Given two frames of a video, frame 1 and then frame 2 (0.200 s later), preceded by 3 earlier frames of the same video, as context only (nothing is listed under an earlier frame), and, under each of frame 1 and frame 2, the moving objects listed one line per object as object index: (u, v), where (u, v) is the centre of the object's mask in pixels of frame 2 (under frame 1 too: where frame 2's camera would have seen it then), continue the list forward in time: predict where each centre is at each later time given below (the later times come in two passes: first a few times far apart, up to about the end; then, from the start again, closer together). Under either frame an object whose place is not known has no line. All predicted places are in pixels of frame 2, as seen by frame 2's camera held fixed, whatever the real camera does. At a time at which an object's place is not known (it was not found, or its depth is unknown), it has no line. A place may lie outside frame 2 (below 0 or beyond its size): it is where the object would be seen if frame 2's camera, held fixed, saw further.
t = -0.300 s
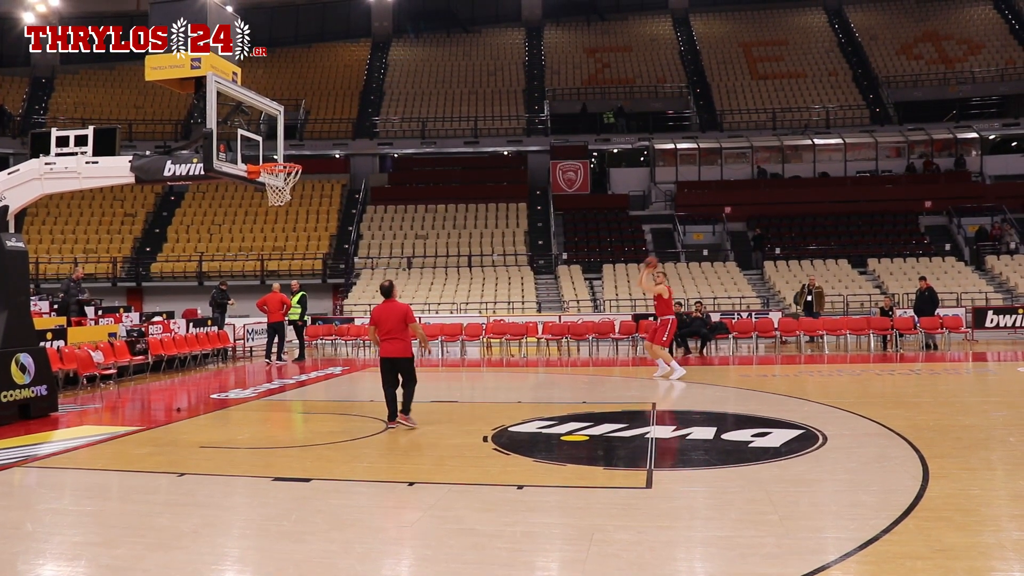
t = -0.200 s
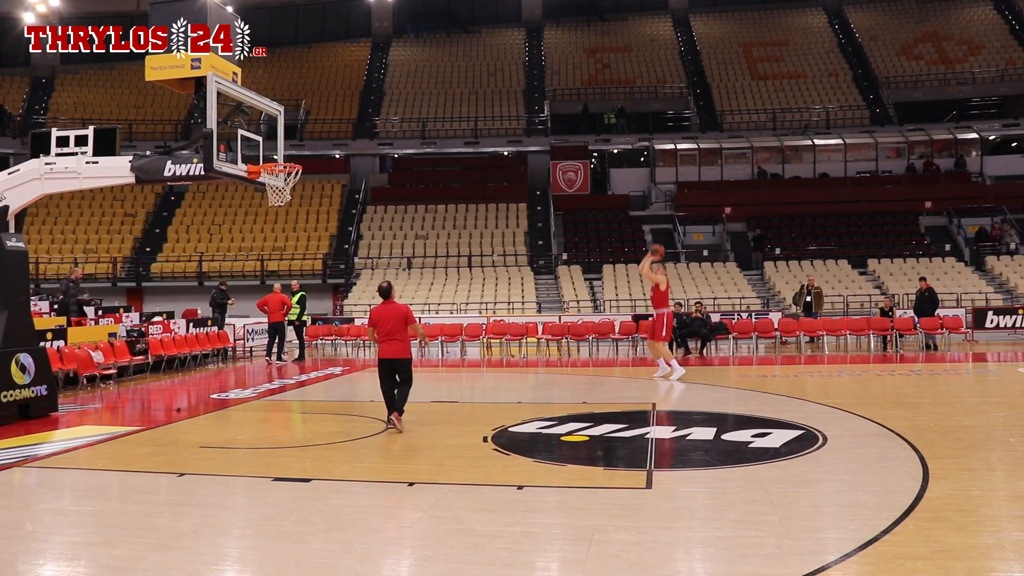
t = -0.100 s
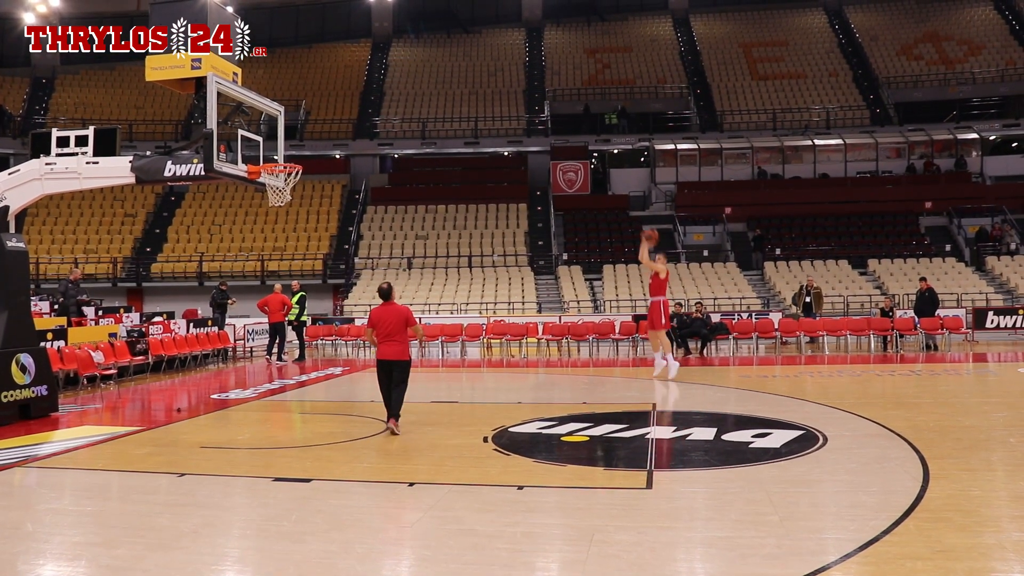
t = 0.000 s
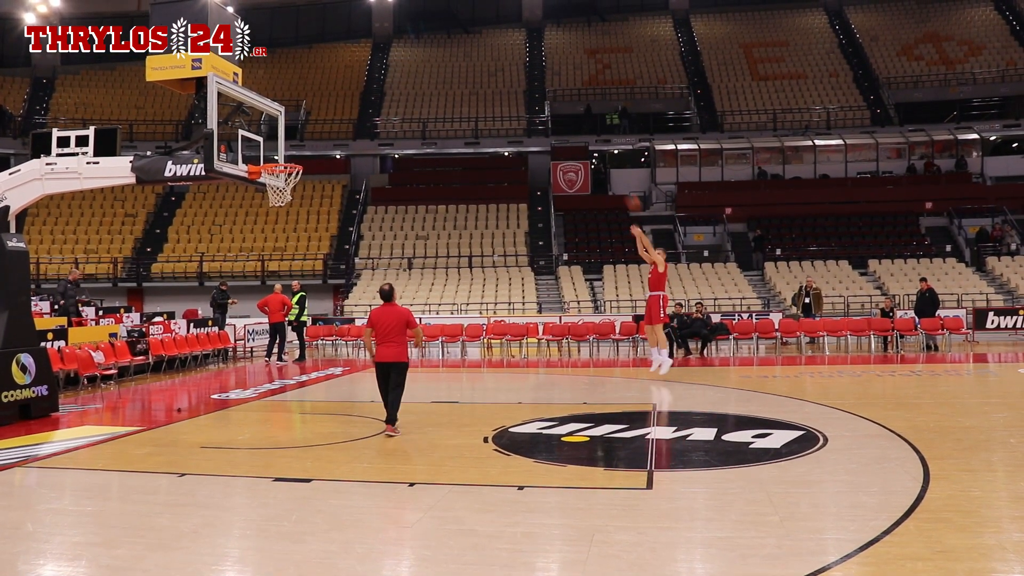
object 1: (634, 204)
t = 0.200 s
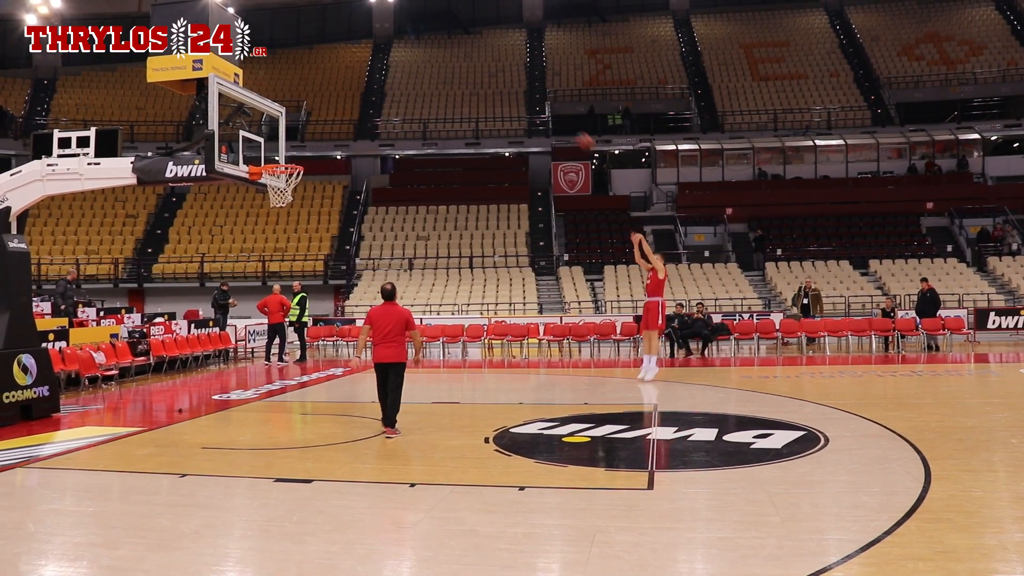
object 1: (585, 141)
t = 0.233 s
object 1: (576, 132)
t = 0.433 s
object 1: (521, 94)
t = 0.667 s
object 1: (453, 75)
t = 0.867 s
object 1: (387, 90)
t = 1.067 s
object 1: (313, 135)
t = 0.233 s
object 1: (576, 132)
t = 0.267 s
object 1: (567, 125)
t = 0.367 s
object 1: (540, 105)
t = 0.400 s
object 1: (531, 99)
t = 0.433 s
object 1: (521, 94)
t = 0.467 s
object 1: (513, 89)
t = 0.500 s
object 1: (502, 85)
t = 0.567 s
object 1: (483, 79)
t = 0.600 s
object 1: (472, 76)
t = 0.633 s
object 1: (463, 76)
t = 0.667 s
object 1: (453, 75)
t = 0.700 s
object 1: (442, 76)
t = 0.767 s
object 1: (420, 79)
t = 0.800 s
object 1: (410, 82)
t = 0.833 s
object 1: (398, 85)
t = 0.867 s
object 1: (387, 90)
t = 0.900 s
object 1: (374, 96)
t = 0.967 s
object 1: (351, 108)
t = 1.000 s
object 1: (339, 115)
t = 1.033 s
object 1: (327, 125)
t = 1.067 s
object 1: (313, 135)
